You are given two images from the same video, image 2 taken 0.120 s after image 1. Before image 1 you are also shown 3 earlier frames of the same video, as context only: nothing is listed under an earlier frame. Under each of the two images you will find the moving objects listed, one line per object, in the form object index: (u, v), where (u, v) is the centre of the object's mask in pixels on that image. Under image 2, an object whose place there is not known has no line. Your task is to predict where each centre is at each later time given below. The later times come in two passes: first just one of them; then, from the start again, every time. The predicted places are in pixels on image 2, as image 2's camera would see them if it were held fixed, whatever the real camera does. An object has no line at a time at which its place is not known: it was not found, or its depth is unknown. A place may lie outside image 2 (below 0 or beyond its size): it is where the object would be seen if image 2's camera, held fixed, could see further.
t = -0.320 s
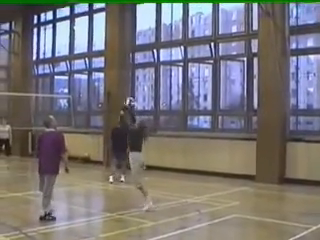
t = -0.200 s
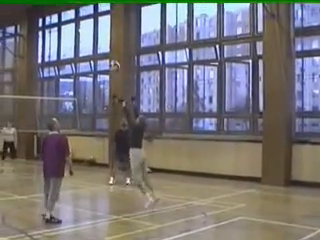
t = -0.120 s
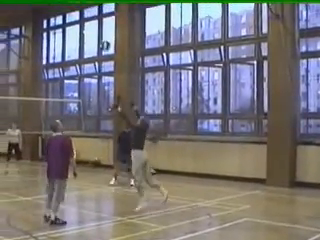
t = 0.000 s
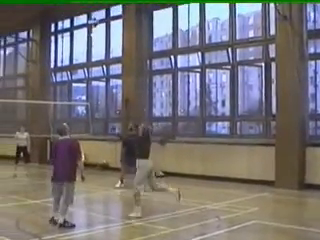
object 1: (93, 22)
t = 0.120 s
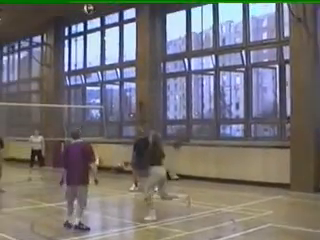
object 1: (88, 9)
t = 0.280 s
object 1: (64, 0)
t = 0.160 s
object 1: (82, 5)
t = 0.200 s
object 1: (76, 3)
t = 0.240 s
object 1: (70, 1)
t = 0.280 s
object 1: (64, 0)
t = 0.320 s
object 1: (59, -1)
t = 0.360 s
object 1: (53, -1)
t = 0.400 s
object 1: (48, -1)
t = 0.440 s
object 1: (43, 1)
